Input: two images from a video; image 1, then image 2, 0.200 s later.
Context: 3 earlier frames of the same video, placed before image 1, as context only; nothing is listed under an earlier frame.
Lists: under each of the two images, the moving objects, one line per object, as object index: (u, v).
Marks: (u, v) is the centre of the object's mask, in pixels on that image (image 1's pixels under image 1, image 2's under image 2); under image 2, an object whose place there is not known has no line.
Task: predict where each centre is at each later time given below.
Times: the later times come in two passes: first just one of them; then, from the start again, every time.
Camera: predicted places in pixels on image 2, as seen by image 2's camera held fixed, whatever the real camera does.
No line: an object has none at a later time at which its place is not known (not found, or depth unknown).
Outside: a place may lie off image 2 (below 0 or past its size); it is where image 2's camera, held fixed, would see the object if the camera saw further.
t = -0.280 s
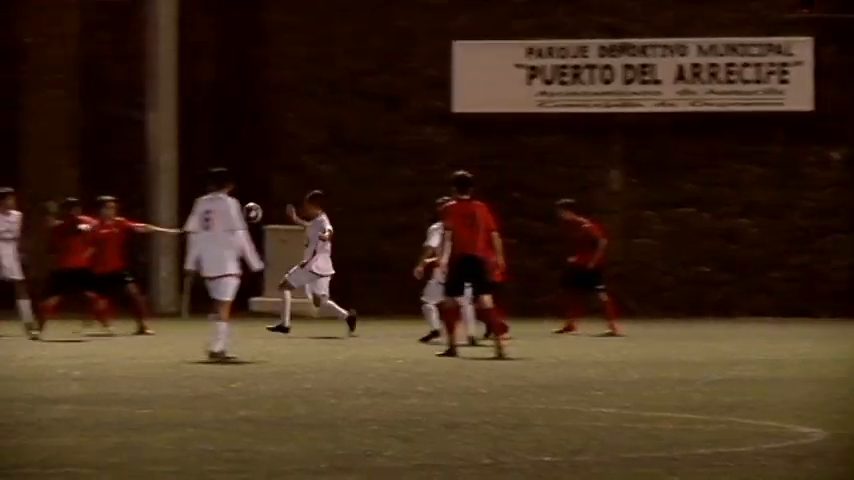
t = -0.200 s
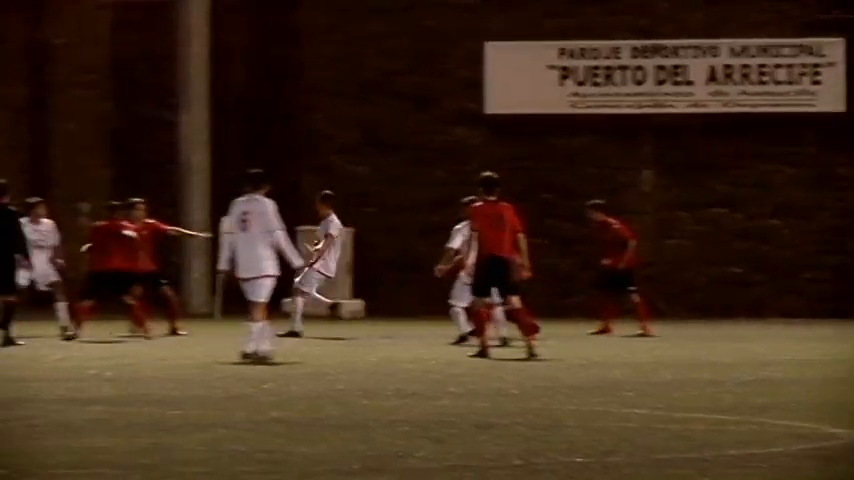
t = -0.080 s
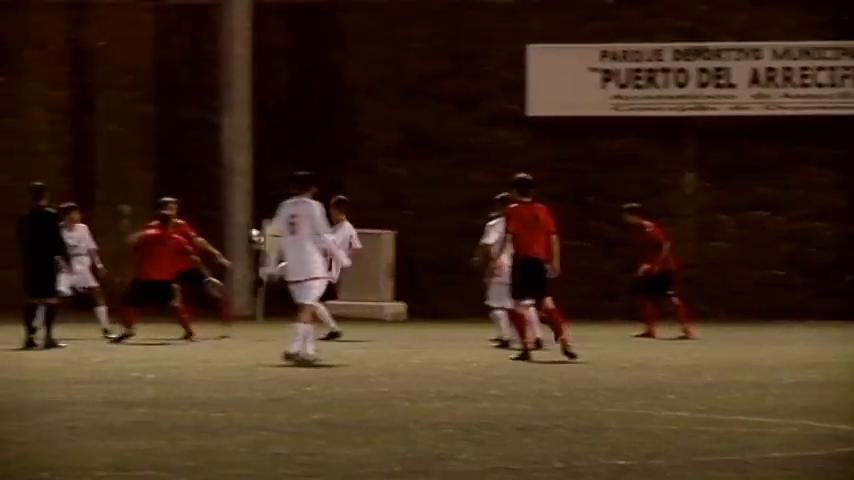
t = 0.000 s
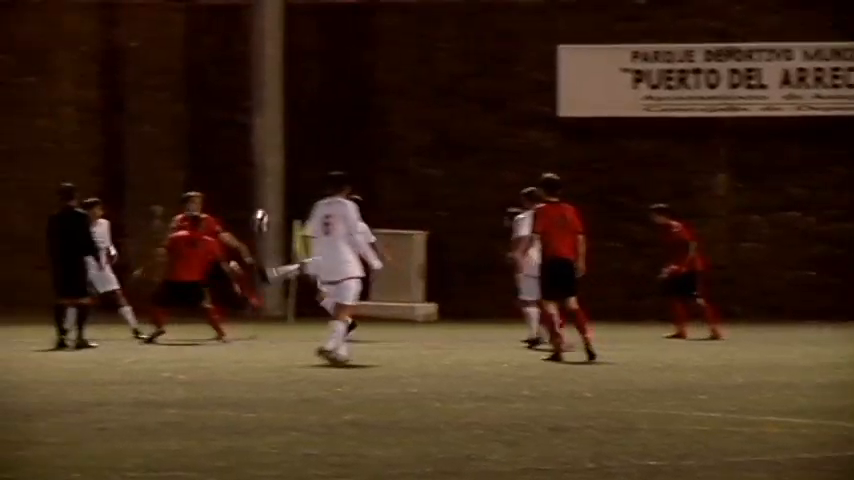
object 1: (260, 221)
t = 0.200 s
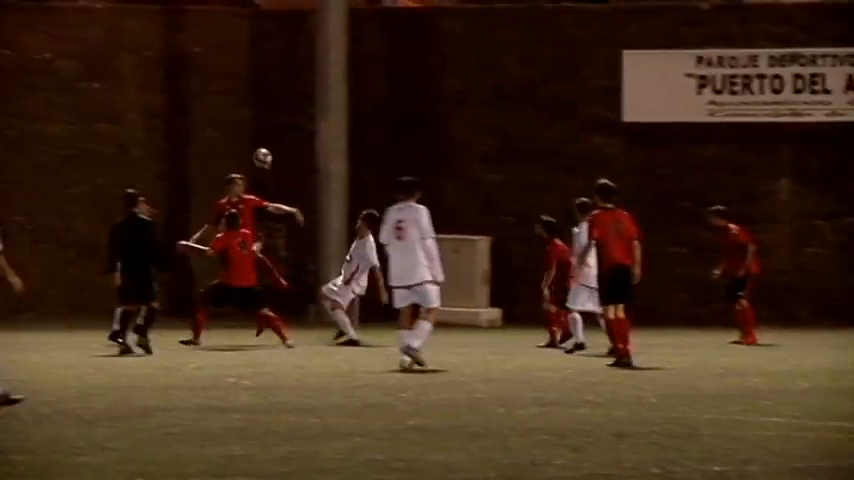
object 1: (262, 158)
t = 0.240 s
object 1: (250, 148)
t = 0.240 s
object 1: (250, 148)
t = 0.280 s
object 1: (241, 140)
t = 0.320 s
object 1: (230, 132)
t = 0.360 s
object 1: (219, 126)
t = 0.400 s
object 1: (207, 122)
